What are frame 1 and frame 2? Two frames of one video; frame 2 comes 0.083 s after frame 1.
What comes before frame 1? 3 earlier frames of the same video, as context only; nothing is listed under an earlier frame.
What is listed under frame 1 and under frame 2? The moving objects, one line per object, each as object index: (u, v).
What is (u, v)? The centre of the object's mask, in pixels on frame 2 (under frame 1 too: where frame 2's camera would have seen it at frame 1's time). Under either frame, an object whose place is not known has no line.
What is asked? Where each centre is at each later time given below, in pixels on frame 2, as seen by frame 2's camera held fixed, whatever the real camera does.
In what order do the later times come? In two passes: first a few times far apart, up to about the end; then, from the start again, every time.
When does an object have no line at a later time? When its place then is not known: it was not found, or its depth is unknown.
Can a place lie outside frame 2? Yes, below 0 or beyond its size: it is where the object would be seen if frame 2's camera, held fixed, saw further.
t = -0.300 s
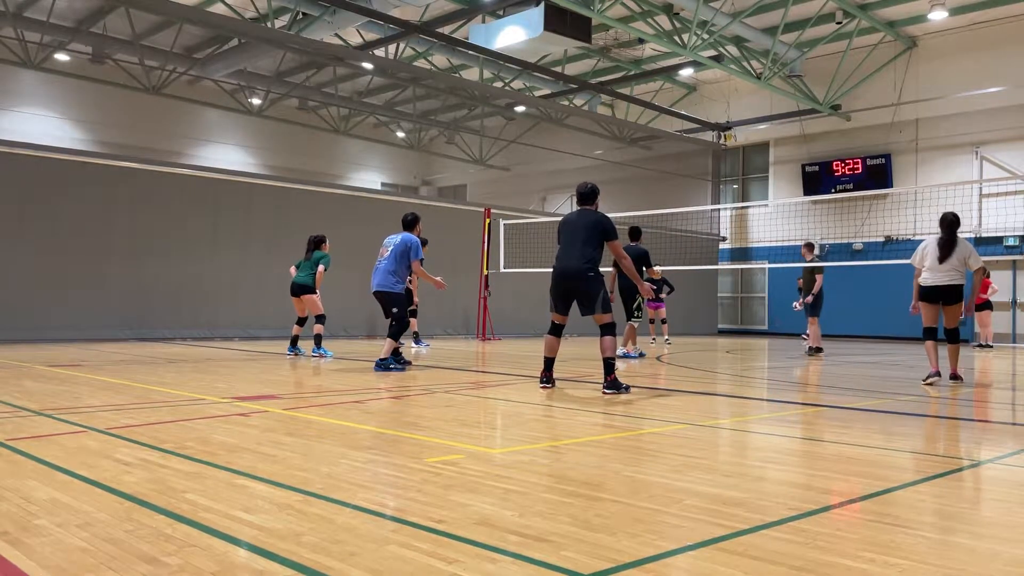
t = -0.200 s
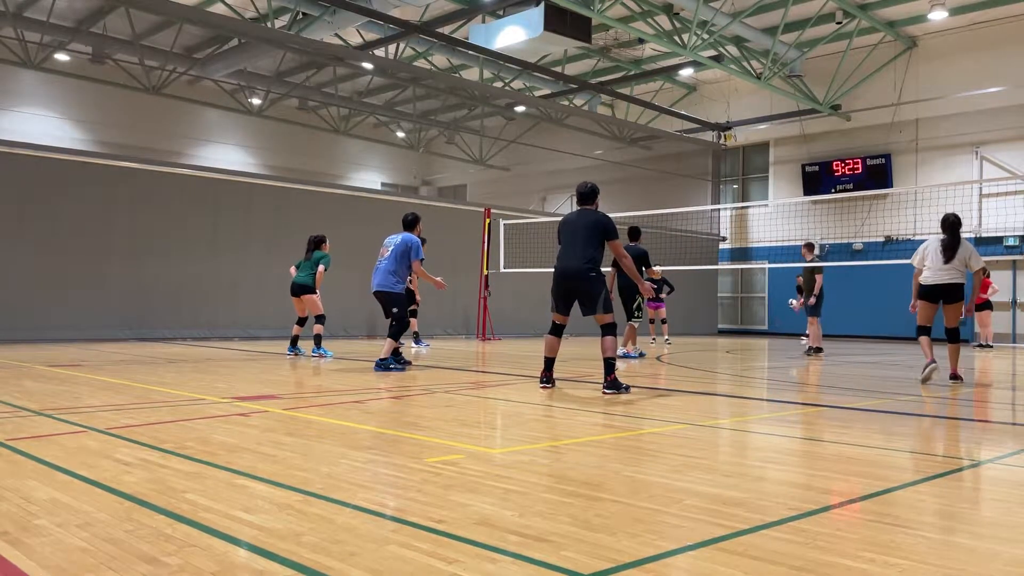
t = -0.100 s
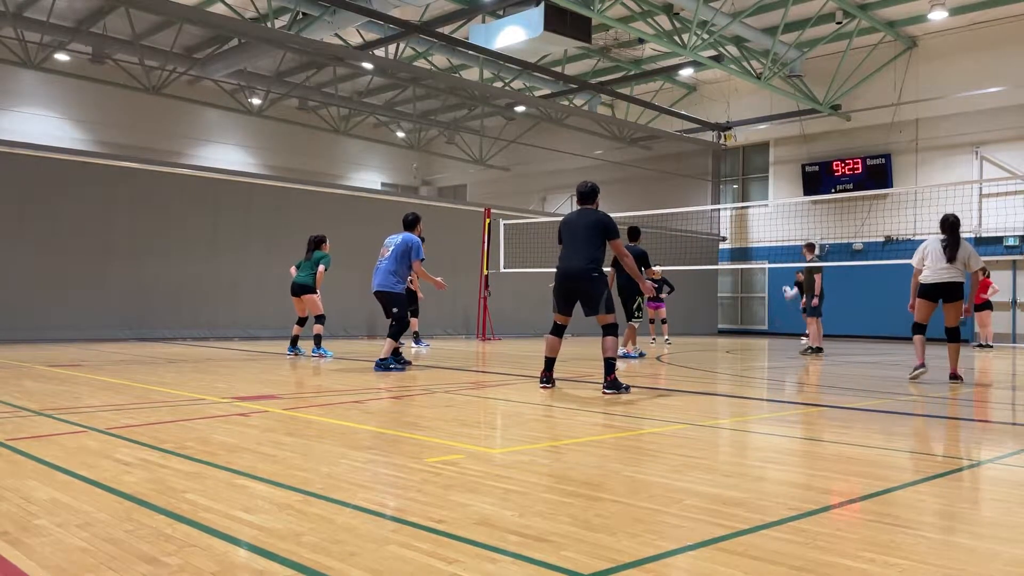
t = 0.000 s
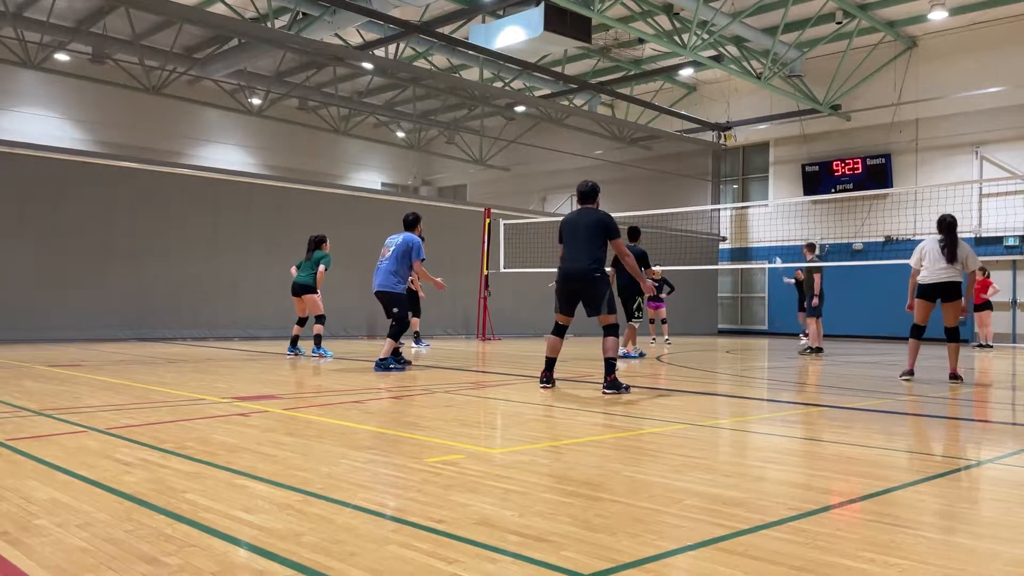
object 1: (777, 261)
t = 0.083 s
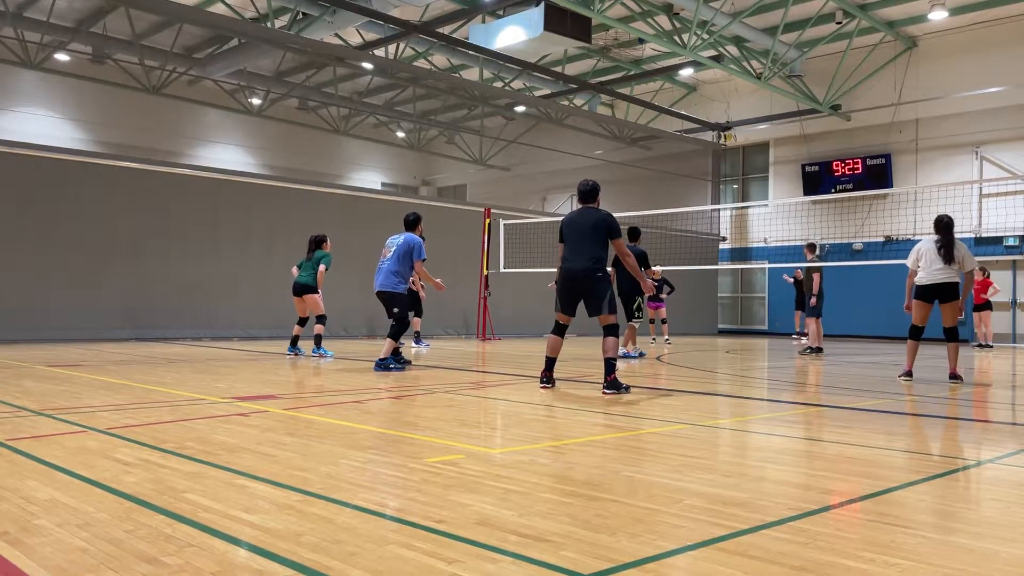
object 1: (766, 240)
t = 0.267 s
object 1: (746, 198)
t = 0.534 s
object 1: (713, 162)
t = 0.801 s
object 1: (672, 154)
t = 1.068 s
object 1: (618, 189)
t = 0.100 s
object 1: (764, 236)
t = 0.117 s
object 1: (762, 232)
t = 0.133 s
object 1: (761, 229)
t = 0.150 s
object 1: (758, 224)
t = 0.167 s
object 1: (757, 220)
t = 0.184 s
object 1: (754, 217)
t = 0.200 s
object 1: (753, 212)
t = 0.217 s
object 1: (758, 207)
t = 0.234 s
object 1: (758, 205)
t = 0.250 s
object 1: (748, 200)
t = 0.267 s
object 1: (746, 198)
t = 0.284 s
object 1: (744, 197)
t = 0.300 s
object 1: (742, 194)
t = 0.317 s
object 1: (740, 191)
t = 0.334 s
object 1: (739, 188)
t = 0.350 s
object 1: (736, 185)
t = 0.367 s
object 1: (734, 182)
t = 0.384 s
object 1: (732, 180)
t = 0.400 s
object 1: (730, 177)
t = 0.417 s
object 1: (727, 175)
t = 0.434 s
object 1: (726, 173)
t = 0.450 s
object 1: (724, 171)
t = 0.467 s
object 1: (721, 169)
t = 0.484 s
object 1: (719, 167)
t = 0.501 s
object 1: (717, 165)
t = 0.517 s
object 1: (715, 163)
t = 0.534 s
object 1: (713, 162)
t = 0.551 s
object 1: (711, 160)
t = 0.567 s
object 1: (708, 159)
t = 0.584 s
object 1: (706, 158)
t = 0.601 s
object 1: (704, 157)
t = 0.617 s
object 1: (701, 156)
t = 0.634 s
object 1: (699, 155)
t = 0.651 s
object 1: (696, 154)
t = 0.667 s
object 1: (694, 154)
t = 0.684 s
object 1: (691, 153)
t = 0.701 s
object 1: (688, 153)
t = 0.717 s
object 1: (686, 153)
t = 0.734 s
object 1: (683, 153)
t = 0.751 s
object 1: (681, 153)
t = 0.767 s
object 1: (678, 153)
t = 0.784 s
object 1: (676, 153)
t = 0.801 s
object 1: (672, 154)
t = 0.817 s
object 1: (670, 154)
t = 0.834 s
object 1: (667, 155)
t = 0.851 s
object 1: (664, 156)
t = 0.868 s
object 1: (660, 157)
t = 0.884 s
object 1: (657, 158)
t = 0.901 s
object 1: (654, 160)
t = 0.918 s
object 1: (651, 162)
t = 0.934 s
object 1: (647, 164)
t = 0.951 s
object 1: (643, 167)
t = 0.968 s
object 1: (640, 169)
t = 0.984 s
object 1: (637, 171)
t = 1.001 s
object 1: (633, 174)
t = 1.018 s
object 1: (629, 178)
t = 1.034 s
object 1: (625, 181)
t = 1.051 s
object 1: (622, 184)
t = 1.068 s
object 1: (618, 189)
